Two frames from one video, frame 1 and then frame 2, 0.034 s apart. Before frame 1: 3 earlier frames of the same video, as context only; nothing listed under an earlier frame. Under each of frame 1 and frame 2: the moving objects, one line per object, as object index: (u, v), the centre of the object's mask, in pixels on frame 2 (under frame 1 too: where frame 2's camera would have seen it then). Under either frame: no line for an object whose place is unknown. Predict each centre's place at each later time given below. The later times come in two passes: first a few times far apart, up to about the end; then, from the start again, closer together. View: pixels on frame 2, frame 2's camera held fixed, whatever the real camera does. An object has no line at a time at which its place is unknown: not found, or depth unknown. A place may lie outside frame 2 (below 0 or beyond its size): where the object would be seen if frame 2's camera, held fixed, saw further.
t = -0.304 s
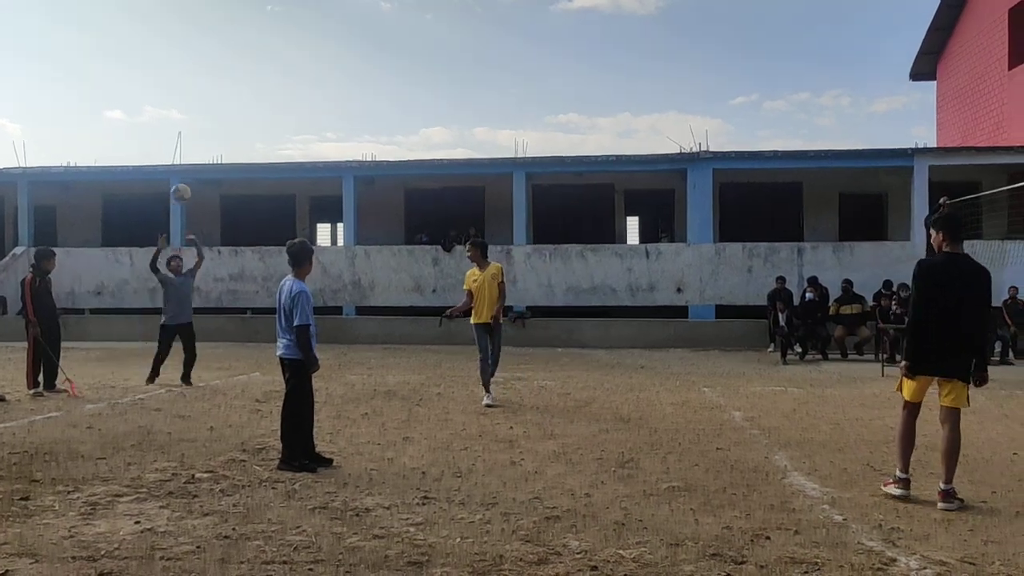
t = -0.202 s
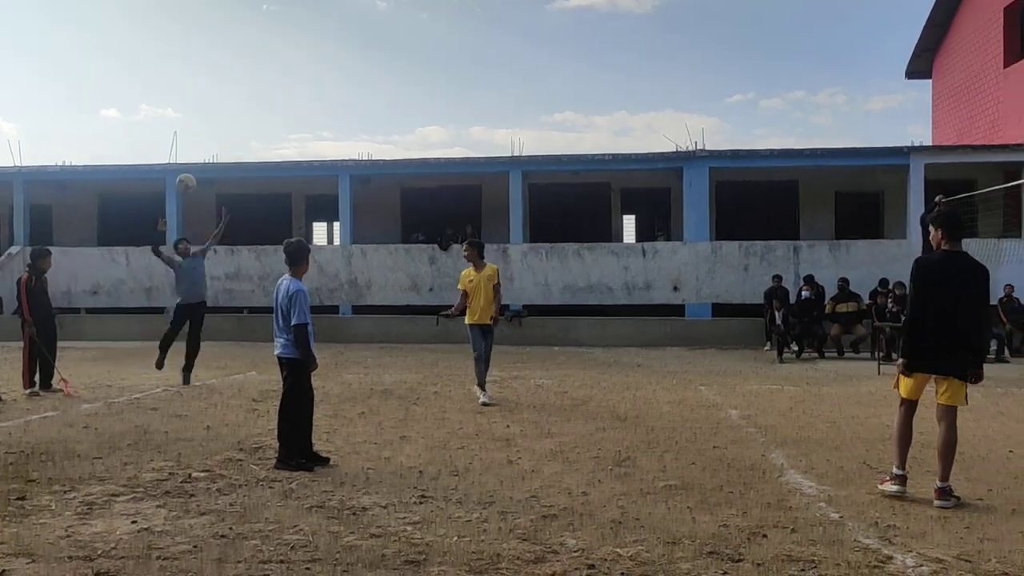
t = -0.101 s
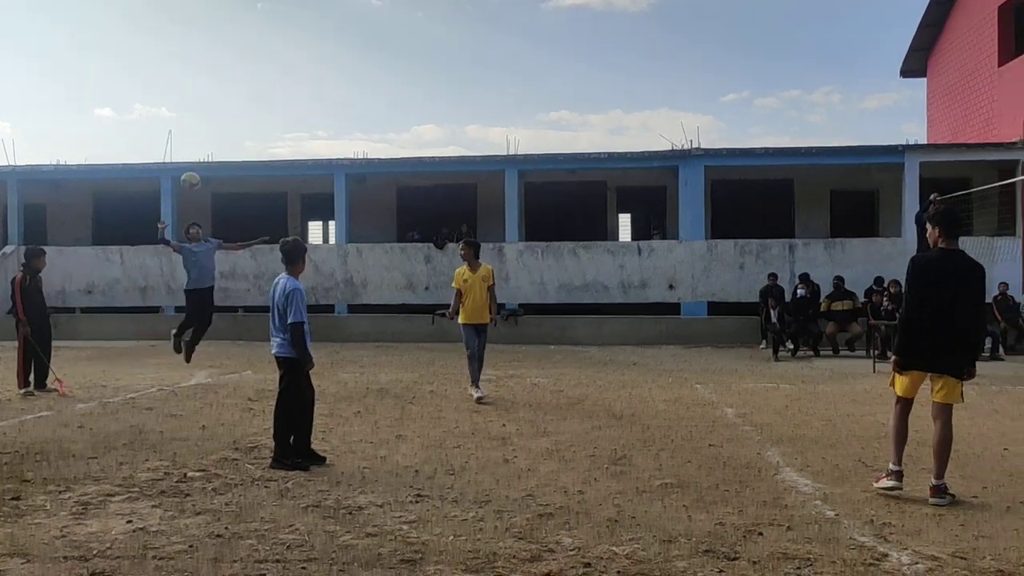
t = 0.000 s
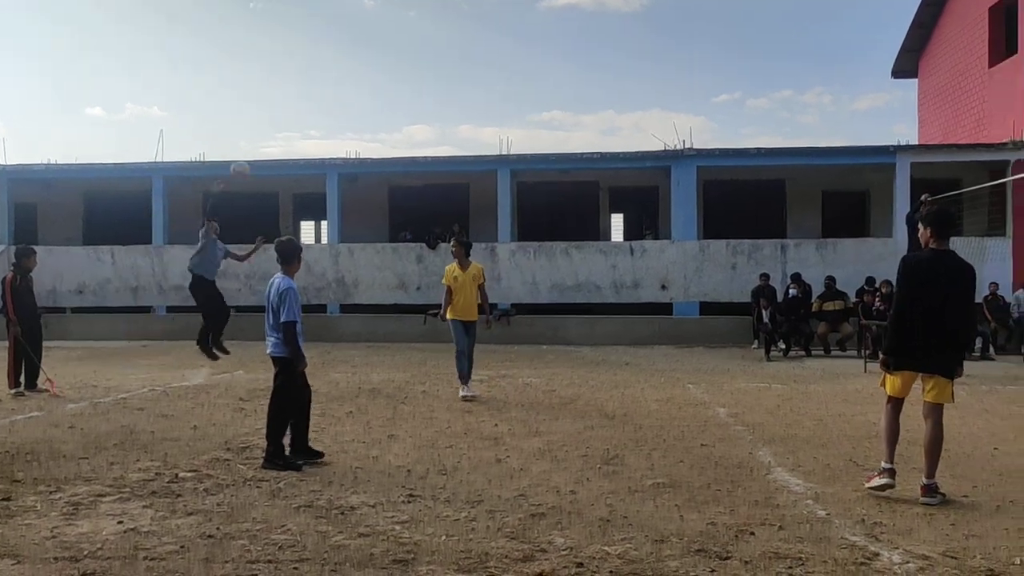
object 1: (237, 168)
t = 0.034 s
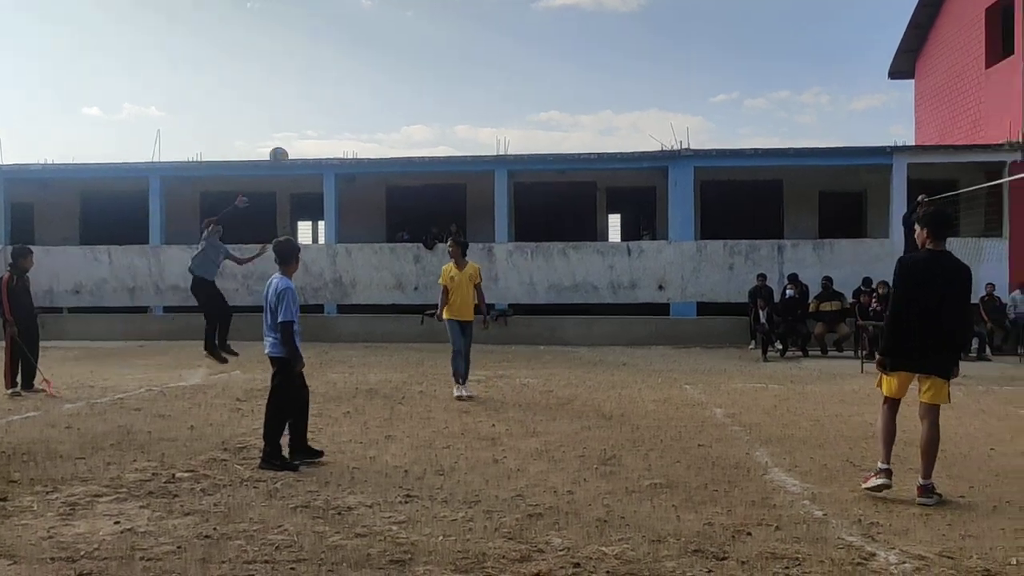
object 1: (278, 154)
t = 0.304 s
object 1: (602, 80)
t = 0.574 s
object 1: (922, 74)
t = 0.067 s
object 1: (319, 143)
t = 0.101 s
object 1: (360, 130)
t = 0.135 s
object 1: (401, 119)
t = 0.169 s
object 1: (442, 109)
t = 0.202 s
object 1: (482, 100)
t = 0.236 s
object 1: (522, 92)
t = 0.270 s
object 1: (562, 85)
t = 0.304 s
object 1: (602, 80)
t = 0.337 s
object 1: (642, 75)
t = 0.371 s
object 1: (682, 72)
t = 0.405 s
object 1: (722, 70)
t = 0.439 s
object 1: (762, 69)
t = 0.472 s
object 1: (800, 68)
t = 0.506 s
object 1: (841, 69)
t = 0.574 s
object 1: (922, 74)
